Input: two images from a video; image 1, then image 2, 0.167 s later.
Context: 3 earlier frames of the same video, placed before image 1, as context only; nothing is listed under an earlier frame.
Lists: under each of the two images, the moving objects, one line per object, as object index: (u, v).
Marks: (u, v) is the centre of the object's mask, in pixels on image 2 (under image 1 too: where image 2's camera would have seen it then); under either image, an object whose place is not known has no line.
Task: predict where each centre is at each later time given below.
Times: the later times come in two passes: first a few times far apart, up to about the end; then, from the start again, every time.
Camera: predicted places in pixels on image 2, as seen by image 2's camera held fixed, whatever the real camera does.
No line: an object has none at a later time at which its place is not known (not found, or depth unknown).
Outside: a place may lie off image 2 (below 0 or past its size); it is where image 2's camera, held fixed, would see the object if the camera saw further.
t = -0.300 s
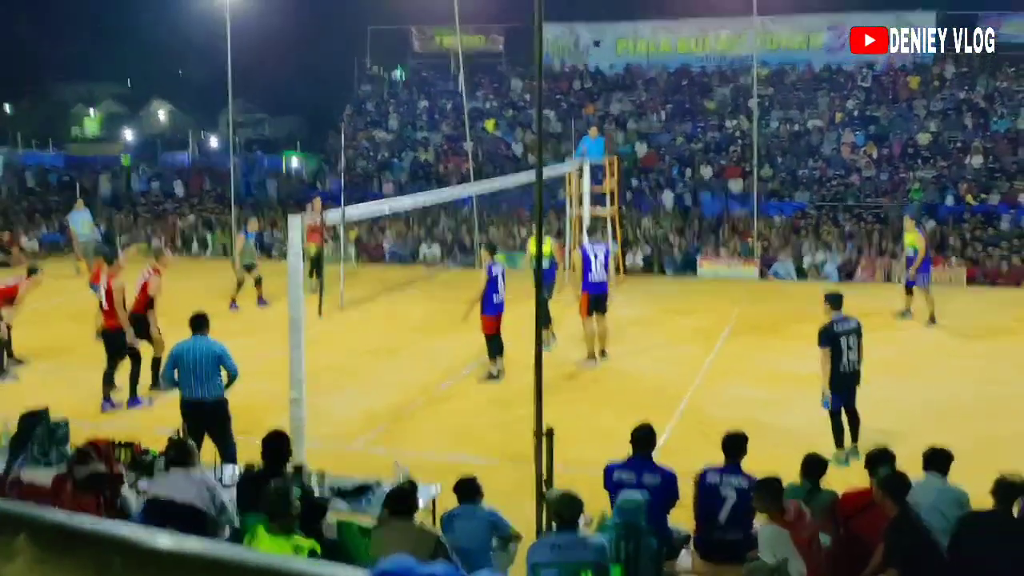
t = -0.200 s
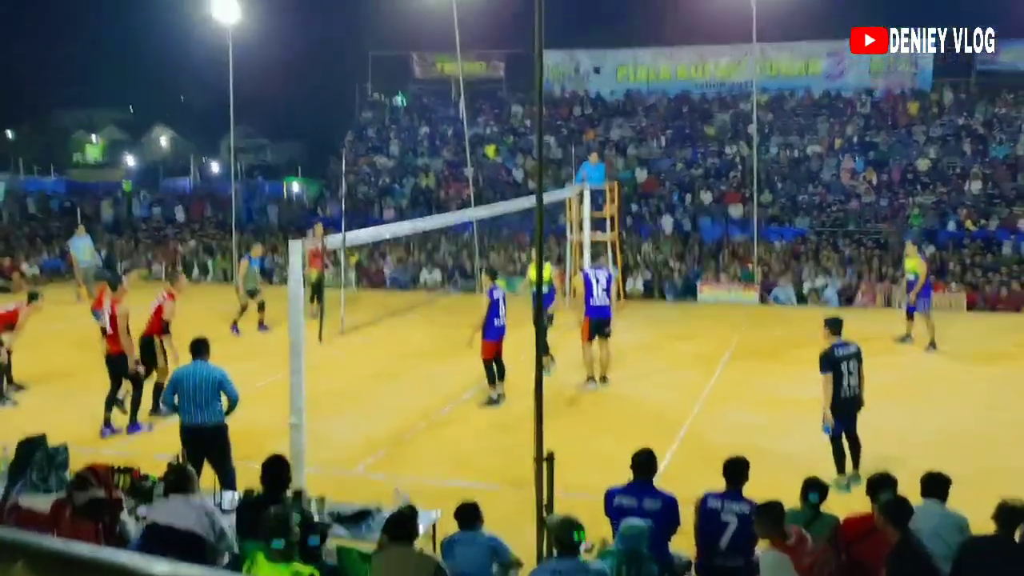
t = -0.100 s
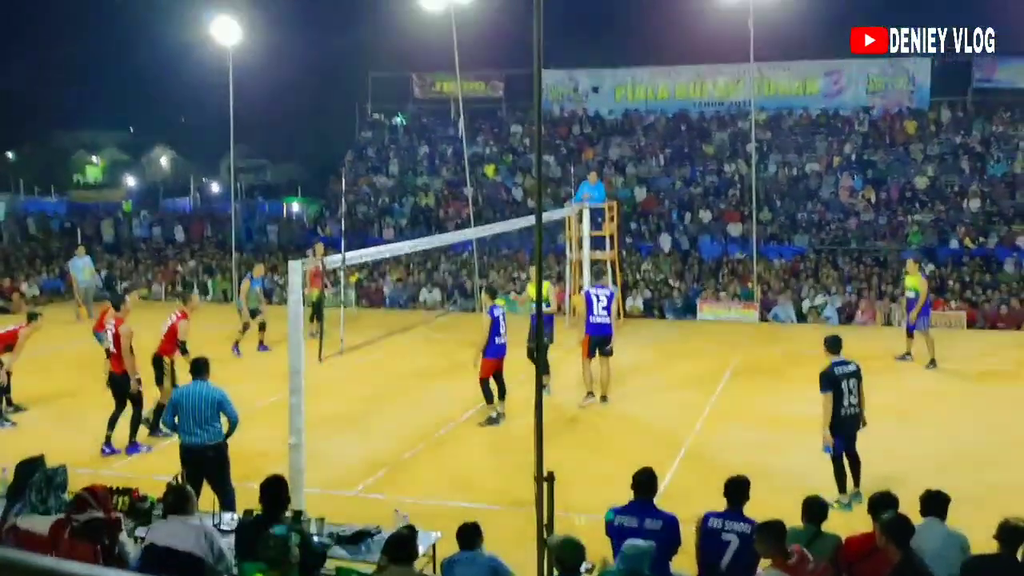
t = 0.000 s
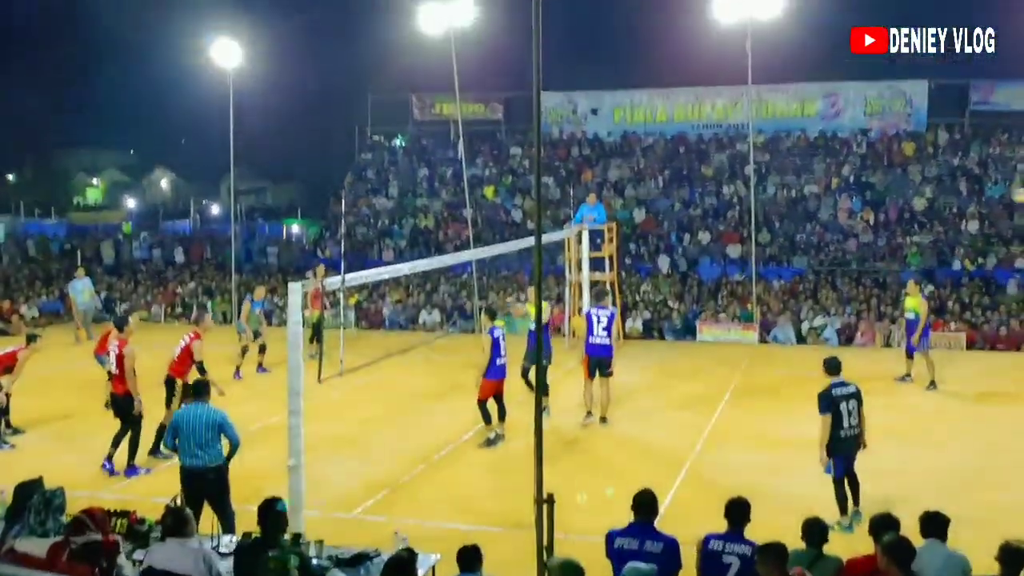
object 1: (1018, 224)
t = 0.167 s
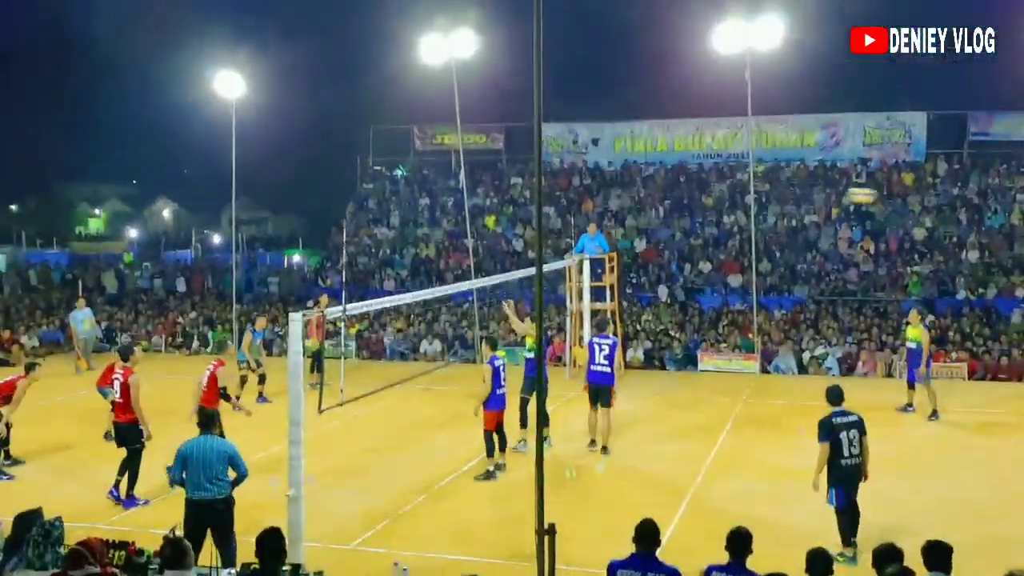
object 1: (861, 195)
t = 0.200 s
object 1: (830, 192)
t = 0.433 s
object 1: (623, 191)
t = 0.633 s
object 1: (450, 225)
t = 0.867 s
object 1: (260, 297)
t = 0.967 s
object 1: (182, 334)
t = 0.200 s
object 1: (830, 192)
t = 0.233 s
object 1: (799, 188)
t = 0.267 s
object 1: (768, 187)
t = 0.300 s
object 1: (738, 187)
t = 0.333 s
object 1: (709, 186)
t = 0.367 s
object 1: (681, 187)
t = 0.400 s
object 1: (652, 188)
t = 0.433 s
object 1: (623, 191)
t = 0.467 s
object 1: (594, 195)
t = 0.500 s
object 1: (564, 199)
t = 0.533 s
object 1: (531, 204)
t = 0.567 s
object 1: (506, 211)
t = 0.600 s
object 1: (477, 217)
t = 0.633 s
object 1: (450, 225)
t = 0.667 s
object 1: (423, 233)
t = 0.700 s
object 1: (396, 242)
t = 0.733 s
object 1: (369, 252)
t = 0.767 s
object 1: (341, 263)
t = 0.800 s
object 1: (314, 274)
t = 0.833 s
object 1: (287, 285)
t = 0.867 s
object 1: (260, 297)
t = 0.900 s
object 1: (233, 309)
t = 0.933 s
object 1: (208, 320)
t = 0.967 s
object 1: (182, 334)
